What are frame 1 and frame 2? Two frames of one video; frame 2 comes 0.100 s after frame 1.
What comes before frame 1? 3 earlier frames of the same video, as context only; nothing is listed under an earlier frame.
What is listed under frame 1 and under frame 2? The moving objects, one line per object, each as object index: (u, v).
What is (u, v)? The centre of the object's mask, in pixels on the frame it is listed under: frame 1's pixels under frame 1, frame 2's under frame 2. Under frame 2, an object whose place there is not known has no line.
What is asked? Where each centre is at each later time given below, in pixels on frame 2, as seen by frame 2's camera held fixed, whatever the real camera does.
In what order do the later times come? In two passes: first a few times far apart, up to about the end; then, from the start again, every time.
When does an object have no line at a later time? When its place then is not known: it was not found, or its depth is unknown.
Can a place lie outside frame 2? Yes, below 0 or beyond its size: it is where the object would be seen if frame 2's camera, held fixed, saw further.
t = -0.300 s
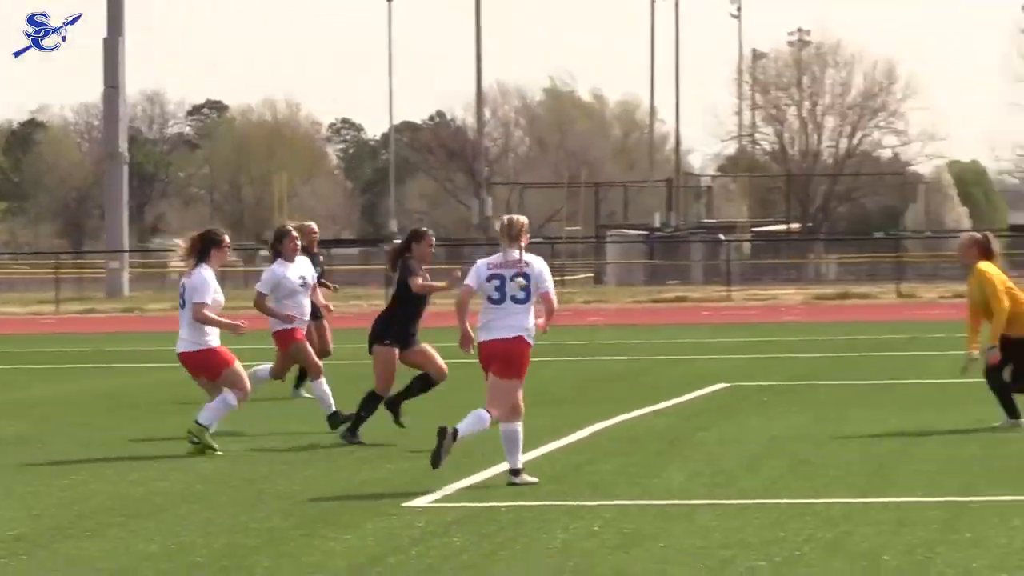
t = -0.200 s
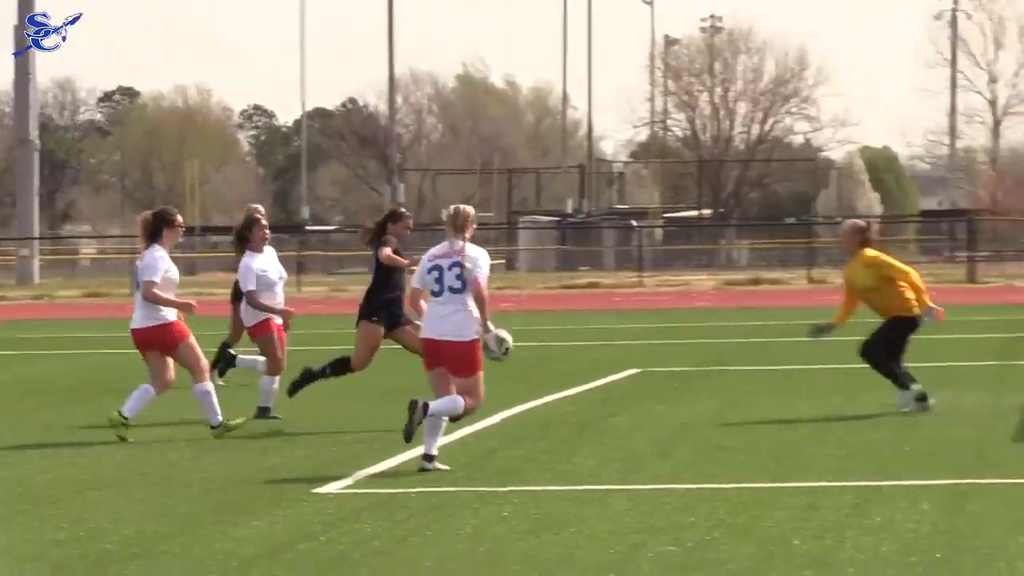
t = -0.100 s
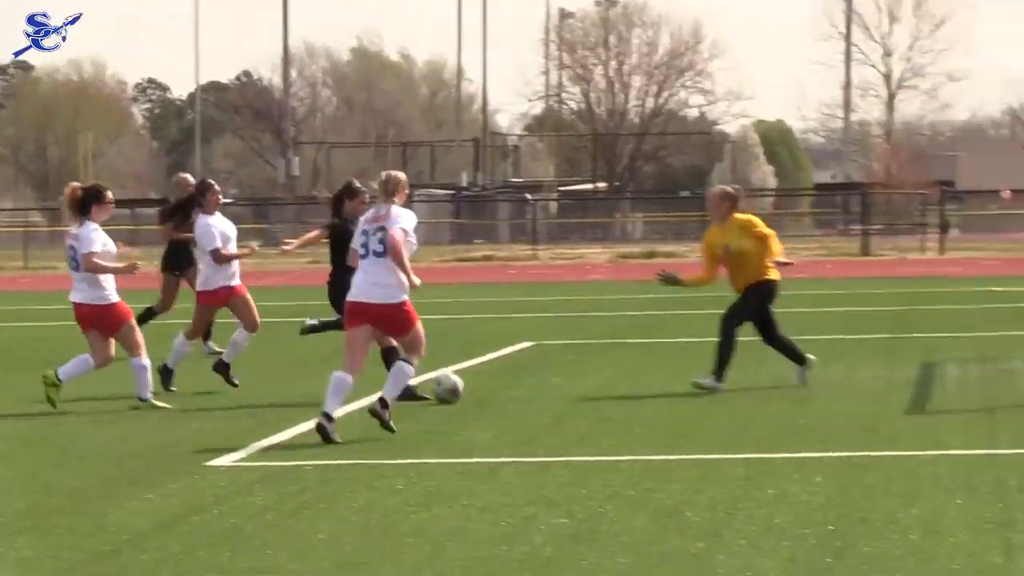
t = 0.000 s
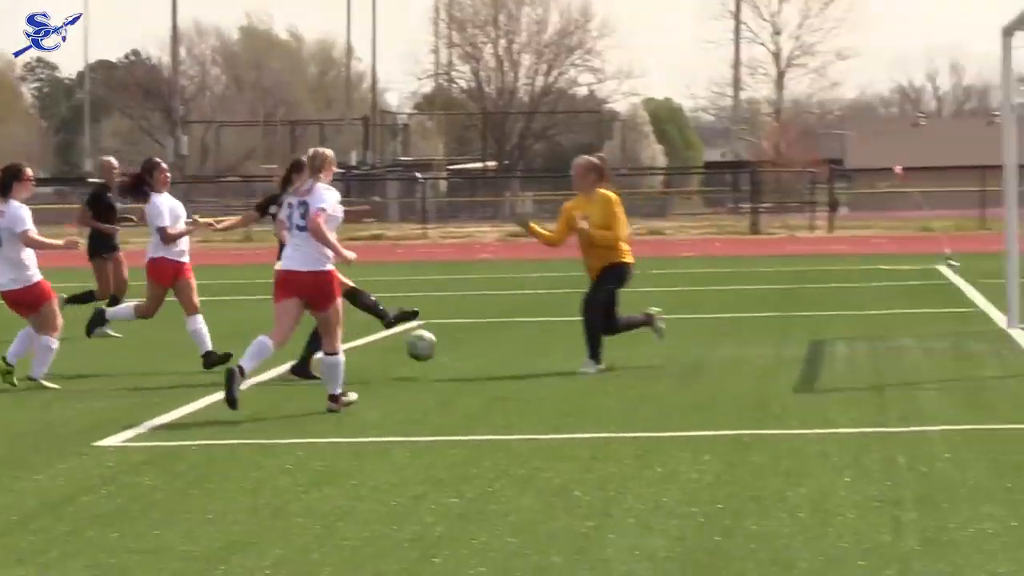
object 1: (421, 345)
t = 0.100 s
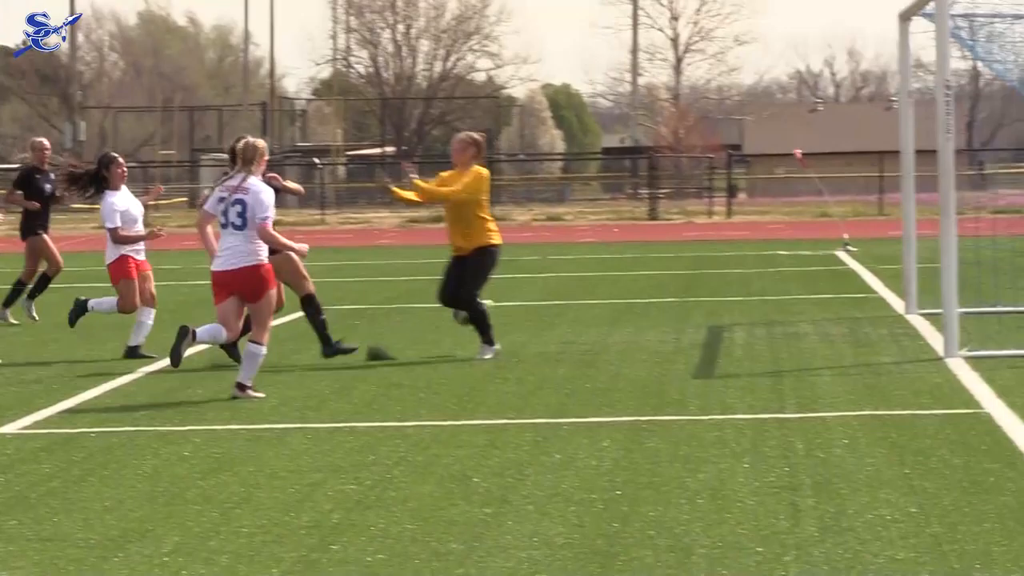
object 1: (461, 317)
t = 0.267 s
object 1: (659, 251)
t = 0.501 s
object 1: (893, 249)
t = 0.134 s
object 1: (507, 294)
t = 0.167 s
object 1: (547, 280)
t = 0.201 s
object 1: (585, 268)
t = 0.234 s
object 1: (622, 258)
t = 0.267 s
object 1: (659, 251)
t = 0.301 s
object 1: (694, 244)
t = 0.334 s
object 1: (730, 241)
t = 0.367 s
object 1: (763, 238)
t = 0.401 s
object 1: (797, 238)
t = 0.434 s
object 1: (829, 240)
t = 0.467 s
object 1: (861, 244)
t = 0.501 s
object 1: (893, 249)
